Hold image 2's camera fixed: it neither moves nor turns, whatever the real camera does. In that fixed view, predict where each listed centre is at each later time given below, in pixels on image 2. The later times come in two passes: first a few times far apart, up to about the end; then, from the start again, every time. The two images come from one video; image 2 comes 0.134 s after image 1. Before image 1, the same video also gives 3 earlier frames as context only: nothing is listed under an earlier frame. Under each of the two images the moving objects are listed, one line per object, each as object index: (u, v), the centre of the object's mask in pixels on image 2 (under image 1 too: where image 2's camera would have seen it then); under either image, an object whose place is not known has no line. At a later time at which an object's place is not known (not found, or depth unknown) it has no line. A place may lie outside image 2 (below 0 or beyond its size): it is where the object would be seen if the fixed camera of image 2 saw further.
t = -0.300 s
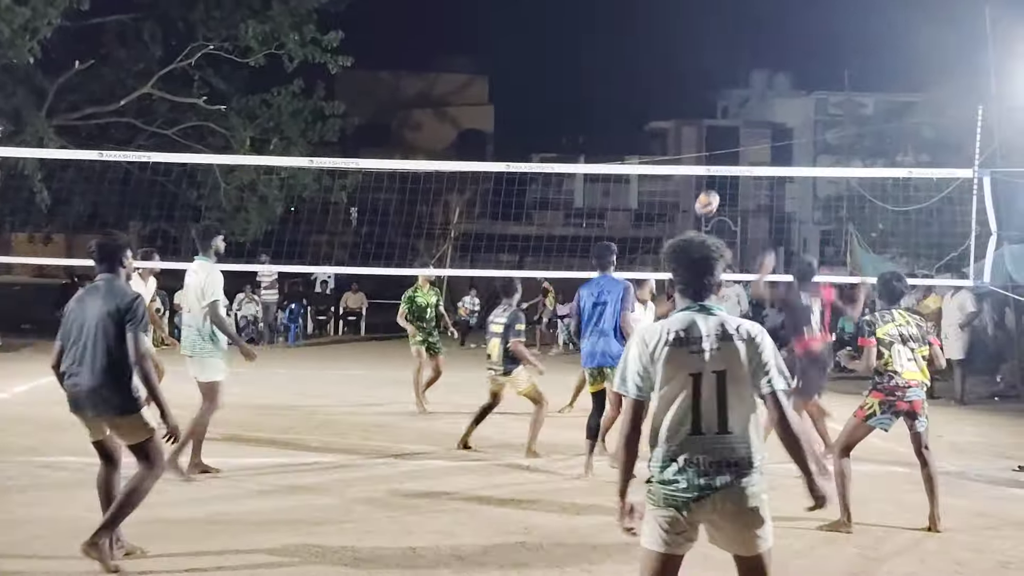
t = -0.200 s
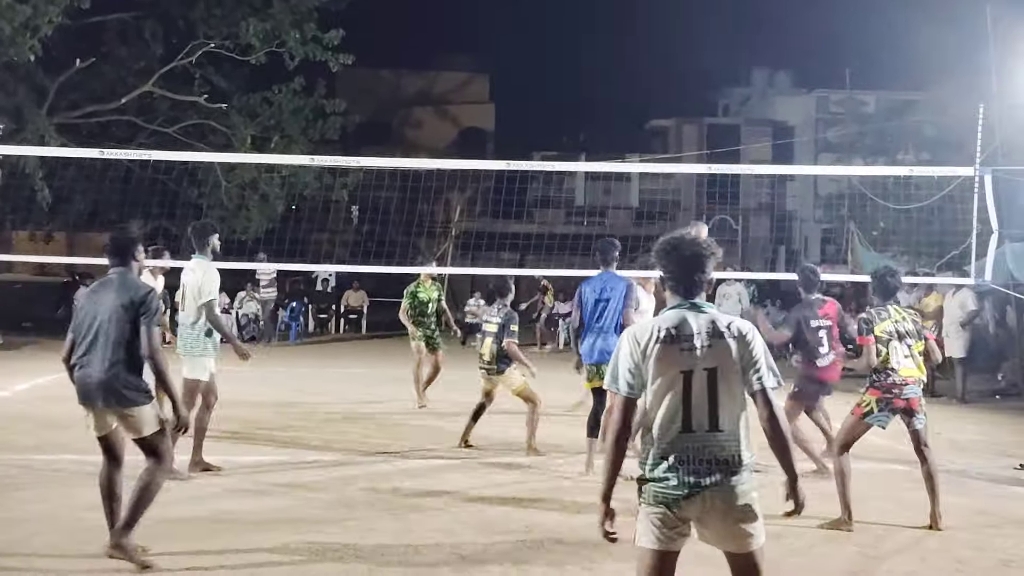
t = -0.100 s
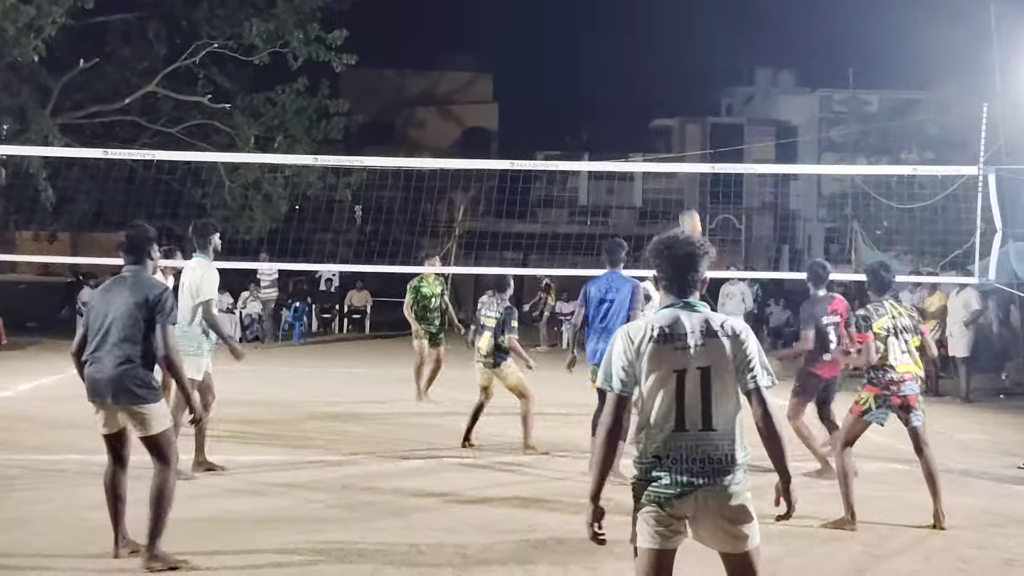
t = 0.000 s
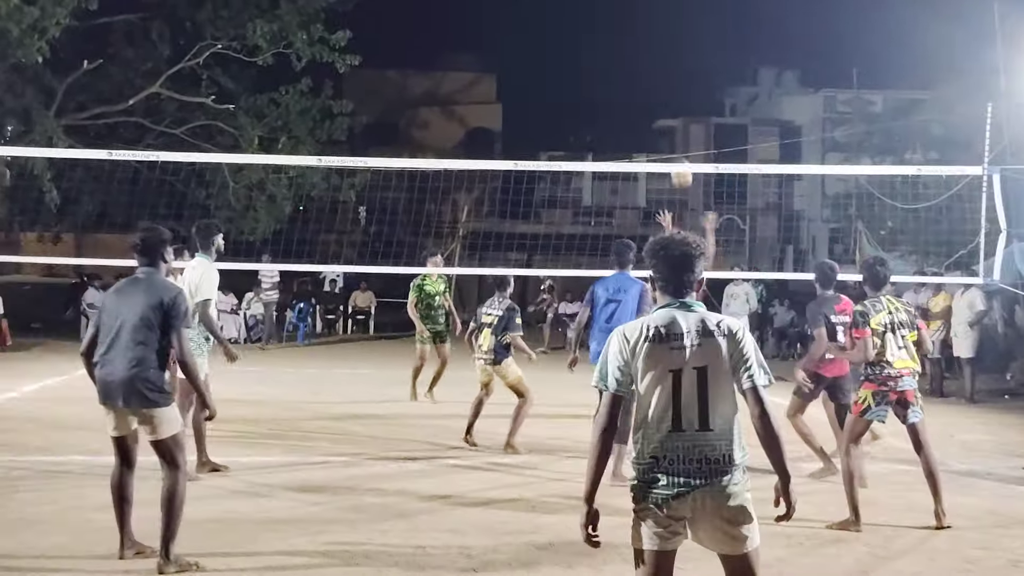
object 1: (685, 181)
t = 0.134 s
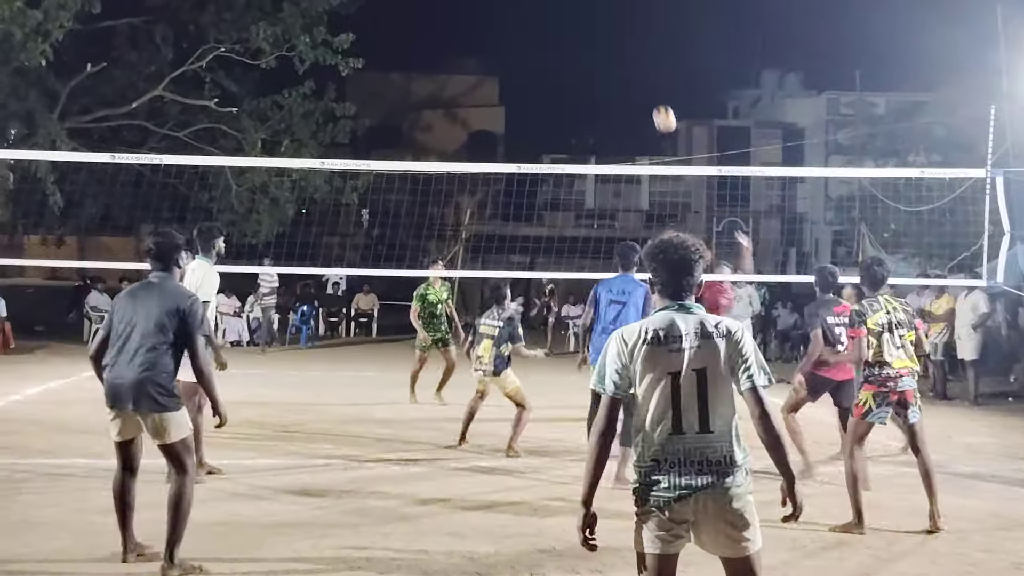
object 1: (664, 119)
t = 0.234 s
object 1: (649, 86)
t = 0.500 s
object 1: (605, 43)
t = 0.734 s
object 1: (565, 59)
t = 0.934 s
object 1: (529, 115)
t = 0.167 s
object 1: (659, 107)
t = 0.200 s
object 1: (654, 96)
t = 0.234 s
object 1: (649, 86)
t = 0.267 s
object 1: (643, 78)
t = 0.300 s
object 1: (638, 70)
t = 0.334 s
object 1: (633, 63)
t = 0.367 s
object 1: (627, 57)
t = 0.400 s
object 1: (622, 52)
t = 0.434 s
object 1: (616, 48)
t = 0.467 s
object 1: (611, 45)
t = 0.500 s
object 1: (605, 43)
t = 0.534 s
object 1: (600, 42)
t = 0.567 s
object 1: (594, 42)
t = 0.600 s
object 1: (588, 43)
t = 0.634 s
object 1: (583, 46)
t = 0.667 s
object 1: (577, 49)
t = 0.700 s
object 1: (571, 53)
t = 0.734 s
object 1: (565, 59)
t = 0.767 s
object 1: (559, 66)
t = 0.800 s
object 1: (553, 74)
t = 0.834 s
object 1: (547, 82)
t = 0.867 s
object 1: (541, 92)
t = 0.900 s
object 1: (535, 103)
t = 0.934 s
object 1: (529, 115)
